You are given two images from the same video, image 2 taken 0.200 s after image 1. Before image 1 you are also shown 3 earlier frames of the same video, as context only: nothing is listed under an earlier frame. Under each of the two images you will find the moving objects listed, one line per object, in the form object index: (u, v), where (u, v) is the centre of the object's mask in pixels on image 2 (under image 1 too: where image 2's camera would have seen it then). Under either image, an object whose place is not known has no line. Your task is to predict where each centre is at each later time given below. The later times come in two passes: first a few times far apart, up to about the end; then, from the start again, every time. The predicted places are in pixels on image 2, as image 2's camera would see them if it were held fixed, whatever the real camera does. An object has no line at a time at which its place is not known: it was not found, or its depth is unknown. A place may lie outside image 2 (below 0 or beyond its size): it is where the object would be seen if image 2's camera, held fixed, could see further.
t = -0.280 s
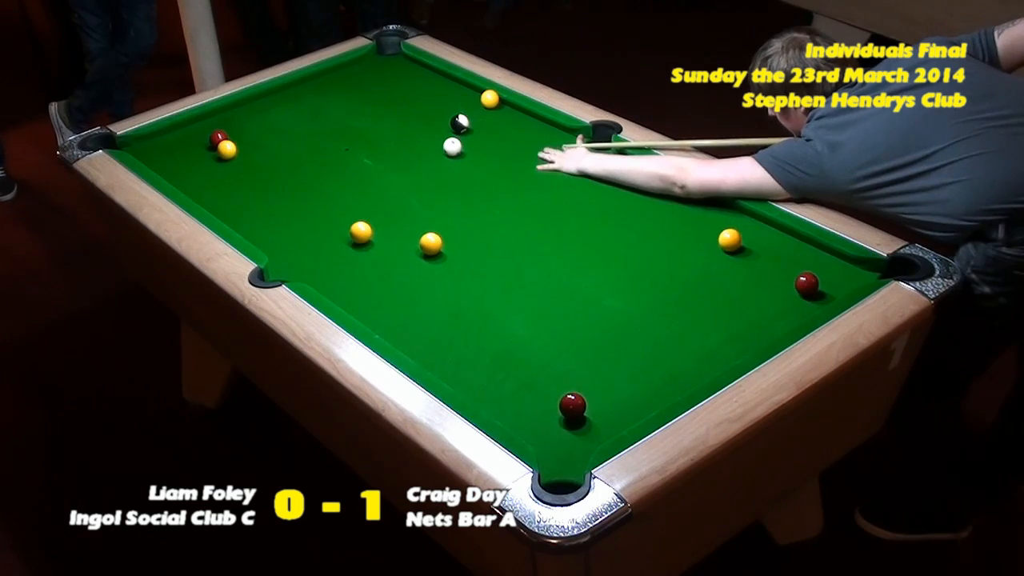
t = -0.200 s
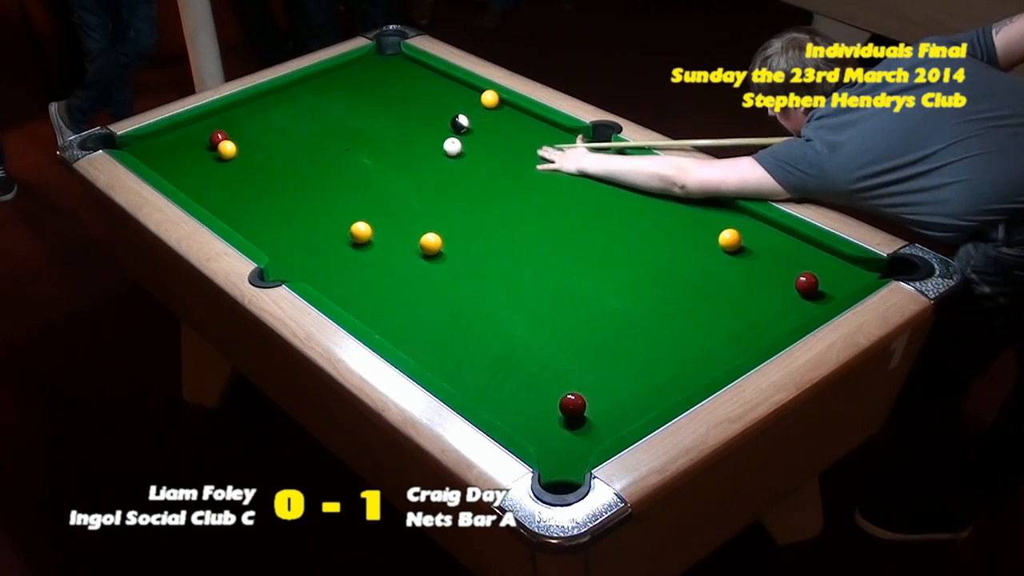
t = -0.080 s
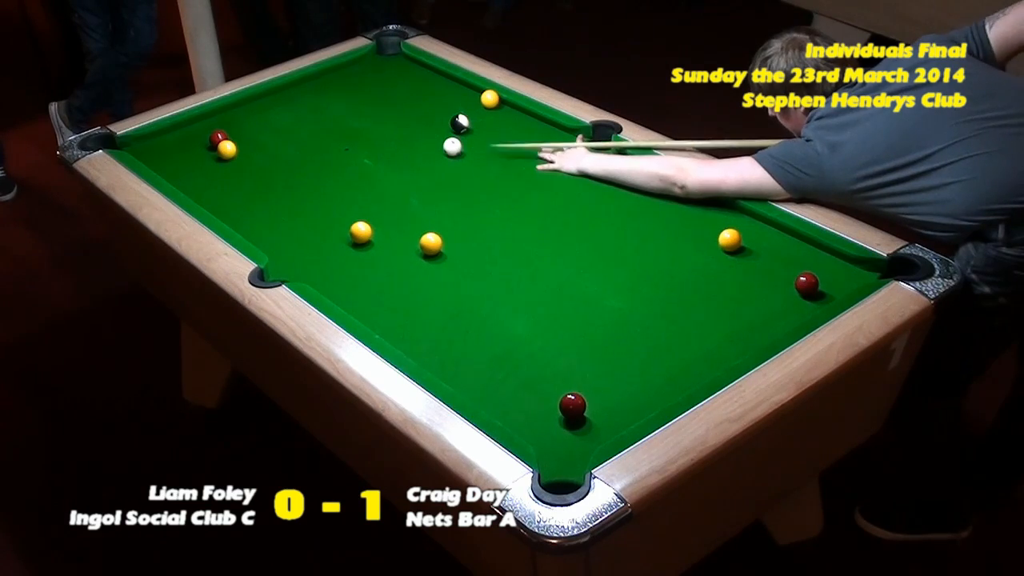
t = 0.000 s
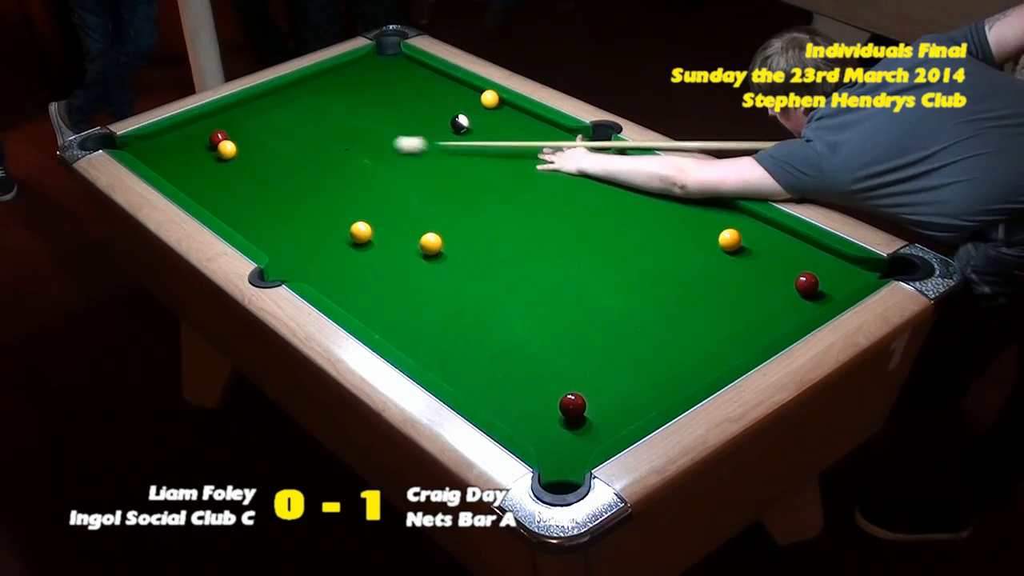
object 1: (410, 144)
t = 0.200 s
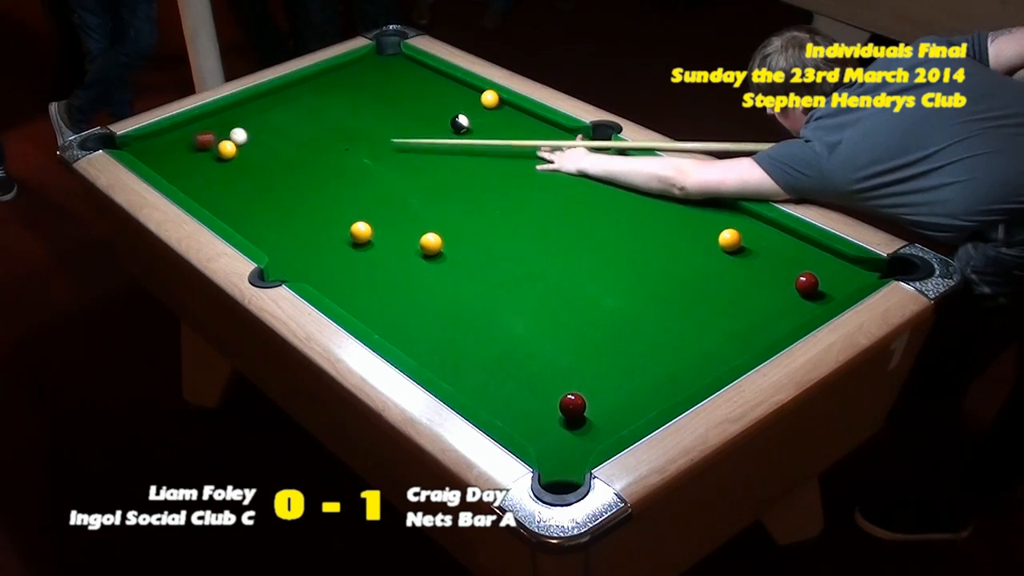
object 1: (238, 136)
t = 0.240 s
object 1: (241, 133)
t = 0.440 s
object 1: (229, 116)
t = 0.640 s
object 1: (235, 117)
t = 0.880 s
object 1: (263, 126)
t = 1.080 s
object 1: (286, 134)
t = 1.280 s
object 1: (308, 142)
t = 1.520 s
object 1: (334, 151)
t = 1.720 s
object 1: (355, 158)
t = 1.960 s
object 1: (380, 167)
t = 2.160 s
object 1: (400, 173)
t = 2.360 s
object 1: (420, 180)
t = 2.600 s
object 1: (442, 187)
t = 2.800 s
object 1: (459, 193)
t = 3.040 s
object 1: (479, 201)
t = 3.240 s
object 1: (493, 206)
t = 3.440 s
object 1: (508, 211)
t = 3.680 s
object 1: (524, 217)
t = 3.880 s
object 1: (536, 221)
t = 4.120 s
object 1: (549, 225)
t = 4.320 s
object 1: (558, 229)
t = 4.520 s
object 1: (566, 232)
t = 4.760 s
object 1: (574, 235)
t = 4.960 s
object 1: (580, 237)
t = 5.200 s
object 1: (585, 238)
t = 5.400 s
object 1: (588, 239)
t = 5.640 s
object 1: (589, 239)
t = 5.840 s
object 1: (590, 238)
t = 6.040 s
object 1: (589, 238)
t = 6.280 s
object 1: (589, 238)
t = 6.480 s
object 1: (589, 238)
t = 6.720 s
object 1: (589, 238)
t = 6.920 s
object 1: (589, 238)
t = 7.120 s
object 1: (589, 238)
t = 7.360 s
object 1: (589, 238)
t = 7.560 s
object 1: (589, 238)
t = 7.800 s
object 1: (589, 238)
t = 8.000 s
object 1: (589, 238)
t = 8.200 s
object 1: (589, 238)
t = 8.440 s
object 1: (589, 238)
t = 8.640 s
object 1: (589, 238)
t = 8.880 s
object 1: (589, 238)
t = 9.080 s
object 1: (589, 238)
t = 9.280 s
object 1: (589, 238)
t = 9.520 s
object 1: (589, 238)
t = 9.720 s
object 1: (589, 238)
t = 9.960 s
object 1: (589, 238)
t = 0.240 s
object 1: (241, 133)
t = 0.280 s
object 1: (241, 129)
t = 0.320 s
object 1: (240, 125)
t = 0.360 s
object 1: (238, 122)
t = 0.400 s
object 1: (234, 119)
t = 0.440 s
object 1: (229, 116)
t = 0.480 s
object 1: (223, 113)
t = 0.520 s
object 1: (221, 112)
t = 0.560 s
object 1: (226, 114)
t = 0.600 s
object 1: (231, 115)
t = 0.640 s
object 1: (235, 117)
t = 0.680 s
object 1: (240, 118)
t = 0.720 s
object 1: (245, 120)
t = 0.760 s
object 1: (249, 122)
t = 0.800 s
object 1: (254, 123)
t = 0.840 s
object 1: (258, 125)
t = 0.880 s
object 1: (263, 126)
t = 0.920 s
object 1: (267, 128)
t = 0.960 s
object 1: (272, 130)
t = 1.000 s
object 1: (277, 131)
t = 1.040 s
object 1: (281, 133)
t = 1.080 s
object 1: (286, 134)
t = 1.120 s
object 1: (290, 136)
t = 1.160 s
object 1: (295, 137)
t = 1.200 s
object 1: (299, 139)
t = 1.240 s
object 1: (303, 140)
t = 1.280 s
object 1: (308, 142)
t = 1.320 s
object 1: (312, 144)
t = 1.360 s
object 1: (317, 145)
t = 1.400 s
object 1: (321, 146)
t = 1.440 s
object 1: (326, 148)
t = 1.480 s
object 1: (330, 149)
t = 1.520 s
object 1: (334, 151)
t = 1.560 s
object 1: (338, 152)
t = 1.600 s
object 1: (343, 154)
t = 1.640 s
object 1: (347, 155)
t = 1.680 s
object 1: (351, 157)
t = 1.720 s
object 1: (355, 158)
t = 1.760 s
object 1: (360, 159)
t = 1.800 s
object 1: (364, 161)
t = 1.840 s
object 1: (368, 162)
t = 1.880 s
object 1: (372, 163)
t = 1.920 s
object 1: (376, 165)
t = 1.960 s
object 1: (380, 167)
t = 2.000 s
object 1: (384, 168)
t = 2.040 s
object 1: (388, 169)
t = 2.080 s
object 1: (393, 170)
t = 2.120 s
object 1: (396, 172)
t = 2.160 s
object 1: (400, 173)
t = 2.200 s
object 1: (404, 175)
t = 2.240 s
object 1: (408, 176)
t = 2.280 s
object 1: (412, 177)
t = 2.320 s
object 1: (416, 178)
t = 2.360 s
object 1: (420, 180)
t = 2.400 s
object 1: (424, 181)
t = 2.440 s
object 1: (427, 182)
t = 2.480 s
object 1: (431, 184)
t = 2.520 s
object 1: (435, 185)
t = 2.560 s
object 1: (438, 186)
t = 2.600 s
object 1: (442, 187)
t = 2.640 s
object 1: (445, 189)
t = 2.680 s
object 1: (449, 190)
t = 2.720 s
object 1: (452, 191)
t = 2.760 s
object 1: (456, 192)
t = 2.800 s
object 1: (459, 193)
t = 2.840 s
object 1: (462, 195)
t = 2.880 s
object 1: (466, 196)
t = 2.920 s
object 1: (469, 197)
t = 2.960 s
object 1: (472, 199)
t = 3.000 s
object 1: (475, 199)
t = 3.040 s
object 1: (479, 201)
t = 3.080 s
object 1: (482, 202)
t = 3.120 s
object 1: (485, 203)
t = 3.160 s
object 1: (487, 204)
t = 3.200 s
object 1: (490, 205)
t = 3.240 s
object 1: (493, 206)
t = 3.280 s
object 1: (496, 207)
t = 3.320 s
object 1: (500, 208)
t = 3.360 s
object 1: (503, 209)
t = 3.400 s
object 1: (505, 210)
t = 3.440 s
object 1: (508, 211)
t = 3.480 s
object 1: (511, 212)
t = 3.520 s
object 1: (514, 213)
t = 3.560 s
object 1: (516, 214)
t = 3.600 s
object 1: (519, 215)
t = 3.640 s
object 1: (522, 216)
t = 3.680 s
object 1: (524, 217)
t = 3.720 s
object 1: (527, 218)
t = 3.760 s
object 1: (529, 218)
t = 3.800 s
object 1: (532, 219)
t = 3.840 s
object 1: (534, 220)
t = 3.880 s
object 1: (536, 221)
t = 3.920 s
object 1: (538, 222)
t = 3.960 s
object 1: (540, 223)
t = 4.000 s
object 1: (542, 223)
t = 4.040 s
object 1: (545, 224)
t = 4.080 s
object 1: (547, 224)
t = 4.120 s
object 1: (549, 225)
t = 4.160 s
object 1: (551, 226)
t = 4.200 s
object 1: (553, 227)
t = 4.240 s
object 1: (554, 228)
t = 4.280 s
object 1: (556, 229)
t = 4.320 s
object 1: (558, 229)
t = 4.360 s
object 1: (560, 230)
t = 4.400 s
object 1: (561, 230)
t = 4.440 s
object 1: (563, 231)
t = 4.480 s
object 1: (565, 232)
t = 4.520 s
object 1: (566, 232)
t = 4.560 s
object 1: (568, 232)
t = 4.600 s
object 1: (569, 233)
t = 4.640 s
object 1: (571, 234)
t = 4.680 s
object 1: (572, 234)
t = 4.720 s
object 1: (573, 234)
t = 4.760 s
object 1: (574, 235)
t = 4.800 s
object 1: (576, 235)
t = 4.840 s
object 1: (577, 236)
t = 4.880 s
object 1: (578, 236)
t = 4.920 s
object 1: (579, 236)
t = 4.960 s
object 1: (580, 237)
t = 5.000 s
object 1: (581, 237)
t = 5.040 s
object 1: (582, 237)
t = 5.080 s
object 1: (582, 238)
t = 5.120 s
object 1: (583, 237)
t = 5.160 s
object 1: (584, 238)
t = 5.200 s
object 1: (585, 238)
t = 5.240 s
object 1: (586, 238)
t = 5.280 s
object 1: (586, 238)
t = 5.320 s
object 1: (587, 238)
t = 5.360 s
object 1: (587, 238)
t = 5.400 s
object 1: (588, 239)
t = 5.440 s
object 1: (588, 239)
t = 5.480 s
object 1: (589, 238)
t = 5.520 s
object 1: (589, 239)
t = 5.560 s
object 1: (589, 239)
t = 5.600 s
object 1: (589, 239)
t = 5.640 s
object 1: (589, 239)
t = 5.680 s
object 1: (590, 238)
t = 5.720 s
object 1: (590, 238)
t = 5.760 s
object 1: (590, 238)
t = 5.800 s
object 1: (590, 238)
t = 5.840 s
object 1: (590, 238)
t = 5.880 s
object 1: (590, 238)
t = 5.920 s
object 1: (589, 238)
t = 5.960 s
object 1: (589, 238)
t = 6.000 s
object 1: (589, 238)
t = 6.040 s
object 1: (589, 238)
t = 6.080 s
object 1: (589, 238)
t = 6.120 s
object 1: (589, 238)
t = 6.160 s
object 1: (589, 238)
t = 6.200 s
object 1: (589, 238)
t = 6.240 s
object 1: (589, 238)
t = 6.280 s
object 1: (589, 238)
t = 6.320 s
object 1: (589, 238)
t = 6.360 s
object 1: (589, 238)
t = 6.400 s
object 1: (590, 238)
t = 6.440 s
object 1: (589, 238)
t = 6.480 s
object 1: (589, 238)
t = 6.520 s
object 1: (589, 238)
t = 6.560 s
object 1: (589, 238)
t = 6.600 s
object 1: (589, 238)
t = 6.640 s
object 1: (589, 238)
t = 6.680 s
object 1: (589, 238)
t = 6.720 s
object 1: (589, 238)
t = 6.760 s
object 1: (589, 238)
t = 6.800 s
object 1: (589, 238)
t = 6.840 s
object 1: (589, 238)
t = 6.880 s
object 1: (589, 238)
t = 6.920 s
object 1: (589, 238)
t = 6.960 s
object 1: (589, 238)
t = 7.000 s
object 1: (589, 238)
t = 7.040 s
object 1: (589, 238)
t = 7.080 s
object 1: (589, 238)
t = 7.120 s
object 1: (589, 238)
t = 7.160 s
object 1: (589, 238)
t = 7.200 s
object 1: (589, 238)
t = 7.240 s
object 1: (589, 238)
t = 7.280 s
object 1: (589, 238)
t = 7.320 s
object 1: (589, 238)
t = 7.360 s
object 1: (589, 238)
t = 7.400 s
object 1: (589, 238)
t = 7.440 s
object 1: (589, 238)
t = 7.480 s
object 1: (589, 238)
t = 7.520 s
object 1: (589, 238)
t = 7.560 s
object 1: (589, 238)
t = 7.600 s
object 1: (589, 238)
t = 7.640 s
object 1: (589, 239)
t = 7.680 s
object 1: (589, 238)
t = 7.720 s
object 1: (589, 238)
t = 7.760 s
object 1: (589, 238)
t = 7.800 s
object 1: (589, 238)
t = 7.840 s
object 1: (589, 238)
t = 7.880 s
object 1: (589, 238)
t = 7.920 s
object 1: (589, 238)
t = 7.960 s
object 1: (589, 238)
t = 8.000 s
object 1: (589, 238)
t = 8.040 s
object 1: (589, 238)
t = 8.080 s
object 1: (590, 238)
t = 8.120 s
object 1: (589, 238)
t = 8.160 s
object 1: (589, 238)
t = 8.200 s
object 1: (589, 238)
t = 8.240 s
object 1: (589, 238)
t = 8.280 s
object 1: (589, 238)
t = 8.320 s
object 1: (589, 238)
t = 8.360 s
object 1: (589, 238)
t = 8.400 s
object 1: (589, 238)
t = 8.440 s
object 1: (589, 238)
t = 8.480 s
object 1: (589, 238)
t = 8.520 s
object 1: (589, 238)
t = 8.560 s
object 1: (589, 238)
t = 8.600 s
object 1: (590, 238)
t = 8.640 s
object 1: (589, 238)
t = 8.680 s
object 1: (589, 238)
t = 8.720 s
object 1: (589, 238)
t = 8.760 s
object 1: (589, 238)
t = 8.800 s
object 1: (589, 238)
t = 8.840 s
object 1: (589, 238)
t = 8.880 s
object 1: (589, 238)
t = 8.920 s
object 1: (590, 238)
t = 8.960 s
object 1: (589, 238)
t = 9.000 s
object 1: (589, 238)
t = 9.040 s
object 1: (589, 238)
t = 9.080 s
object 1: (589, 238)
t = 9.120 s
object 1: (589, 238)
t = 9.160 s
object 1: (589, 238)
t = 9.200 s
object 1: (589, 238)
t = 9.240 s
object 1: (589, 238)
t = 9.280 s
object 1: (589, 238)
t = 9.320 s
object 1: (589, 238)
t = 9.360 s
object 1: (589, 238)
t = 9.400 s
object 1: (589, 238)
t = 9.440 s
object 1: (589, 237)
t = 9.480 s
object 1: (589, 238)
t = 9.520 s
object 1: (589, 238)
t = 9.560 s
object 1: (589, 238)
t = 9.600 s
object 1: (589, 238)
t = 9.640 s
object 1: (589, 238)
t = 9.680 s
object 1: (589, 238)
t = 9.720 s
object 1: (589, 238)
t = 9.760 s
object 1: (589, 238)
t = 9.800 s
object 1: (589, 238)
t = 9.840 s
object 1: (589, 238)
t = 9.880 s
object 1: (589, 238)
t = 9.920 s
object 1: (589, 238)
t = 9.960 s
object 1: (589, 238)
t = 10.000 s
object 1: (592, 239)
